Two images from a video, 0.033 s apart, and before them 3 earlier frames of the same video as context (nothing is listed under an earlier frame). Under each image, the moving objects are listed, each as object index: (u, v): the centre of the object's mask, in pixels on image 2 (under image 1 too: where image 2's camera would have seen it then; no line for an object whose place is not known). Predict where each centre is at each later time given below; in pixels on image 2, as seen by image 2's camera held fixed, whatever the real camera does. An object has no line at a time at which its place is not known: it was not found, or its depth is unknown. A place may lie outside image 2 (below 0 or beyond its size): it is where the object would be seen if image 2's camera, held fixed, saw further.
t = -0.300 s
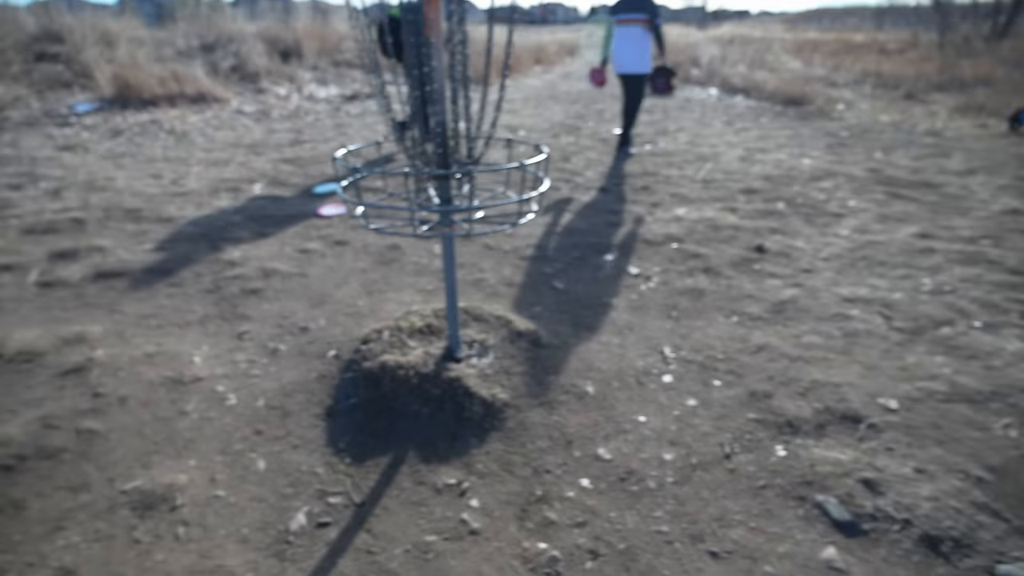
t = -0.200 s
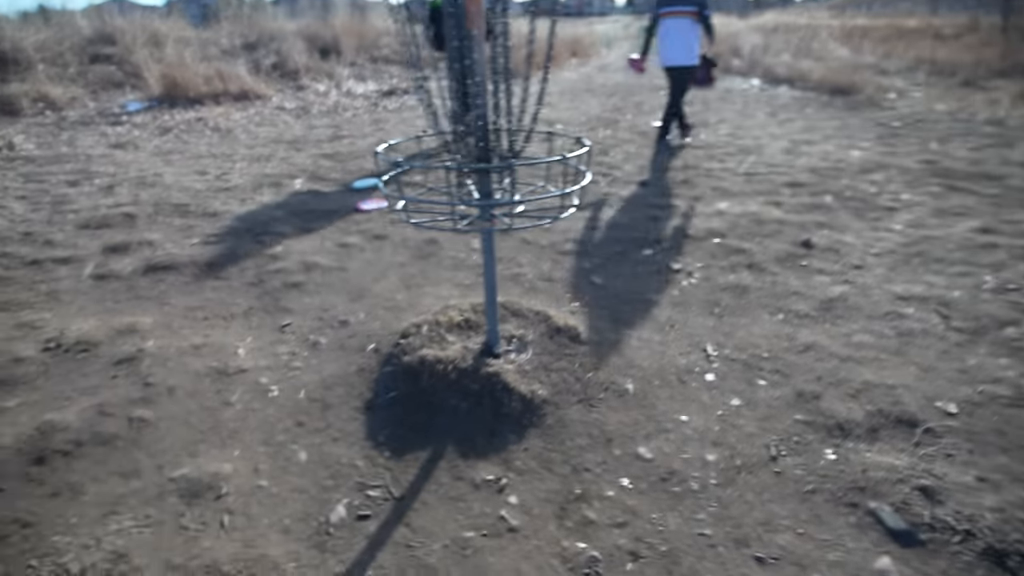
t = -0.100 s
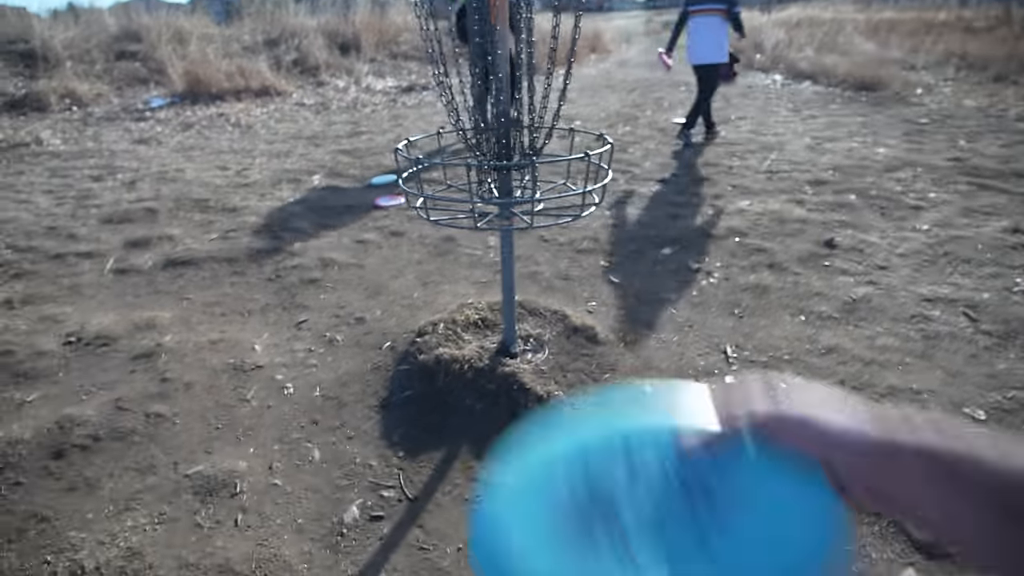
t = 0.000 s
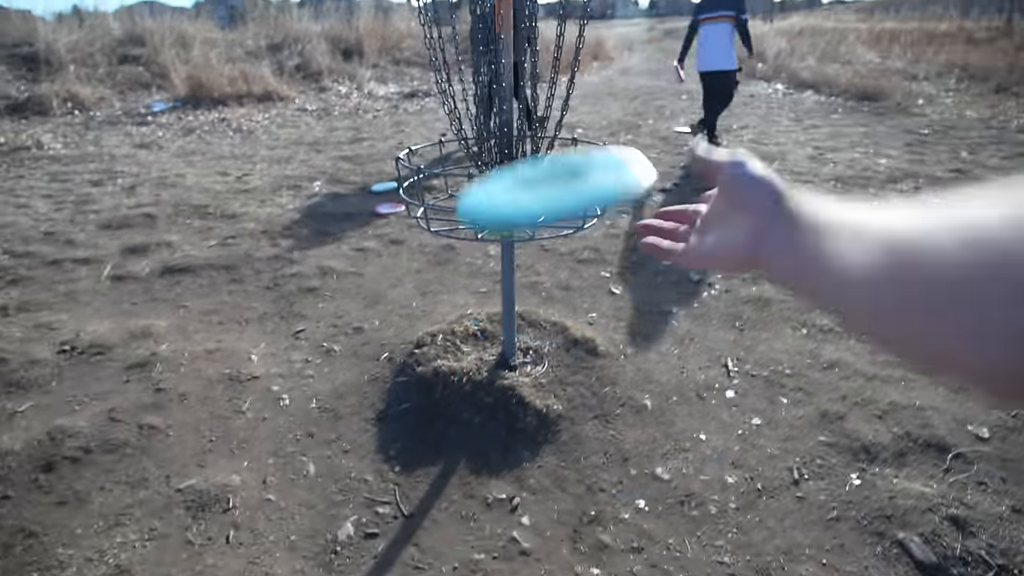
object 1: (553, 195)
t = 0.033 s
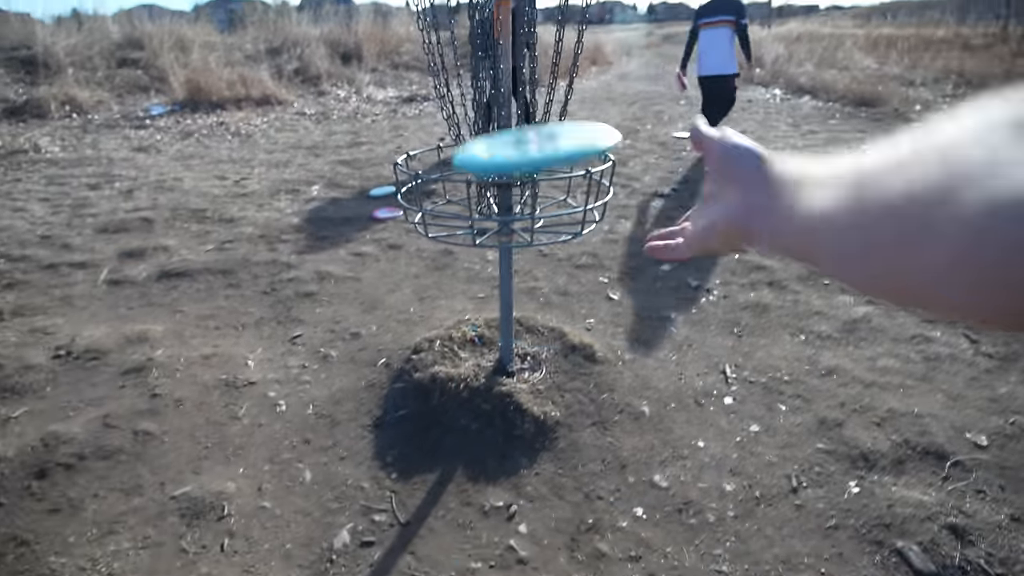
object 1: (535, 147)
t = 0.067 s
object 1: (524, 120)
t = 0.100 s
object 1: (520, 104)
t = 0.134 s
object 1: (515, 97)
